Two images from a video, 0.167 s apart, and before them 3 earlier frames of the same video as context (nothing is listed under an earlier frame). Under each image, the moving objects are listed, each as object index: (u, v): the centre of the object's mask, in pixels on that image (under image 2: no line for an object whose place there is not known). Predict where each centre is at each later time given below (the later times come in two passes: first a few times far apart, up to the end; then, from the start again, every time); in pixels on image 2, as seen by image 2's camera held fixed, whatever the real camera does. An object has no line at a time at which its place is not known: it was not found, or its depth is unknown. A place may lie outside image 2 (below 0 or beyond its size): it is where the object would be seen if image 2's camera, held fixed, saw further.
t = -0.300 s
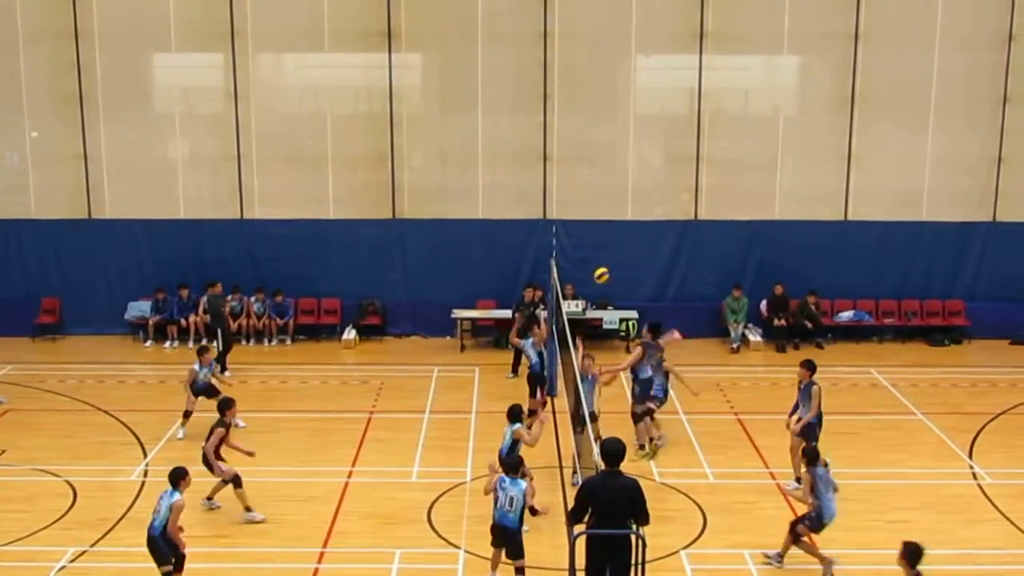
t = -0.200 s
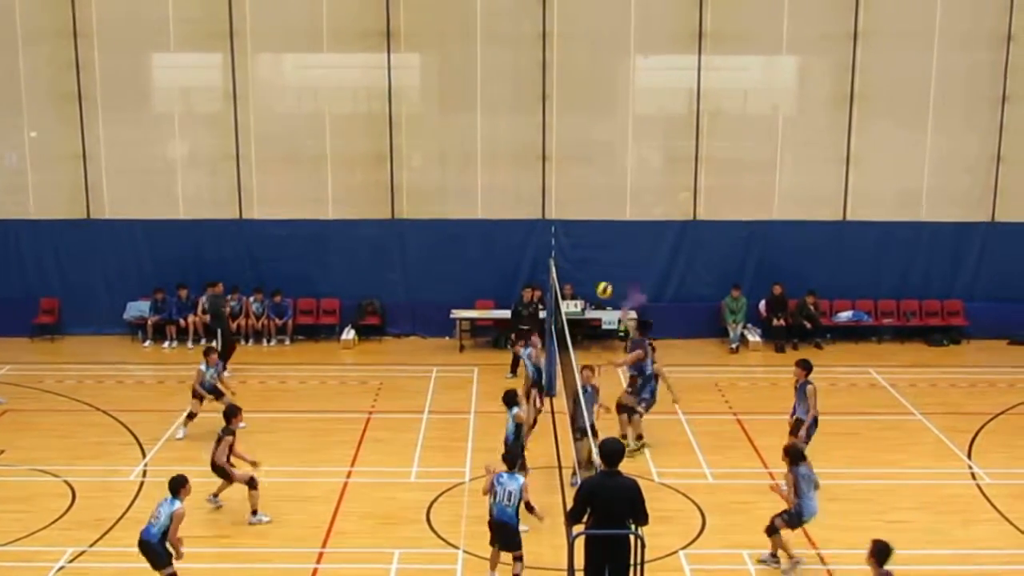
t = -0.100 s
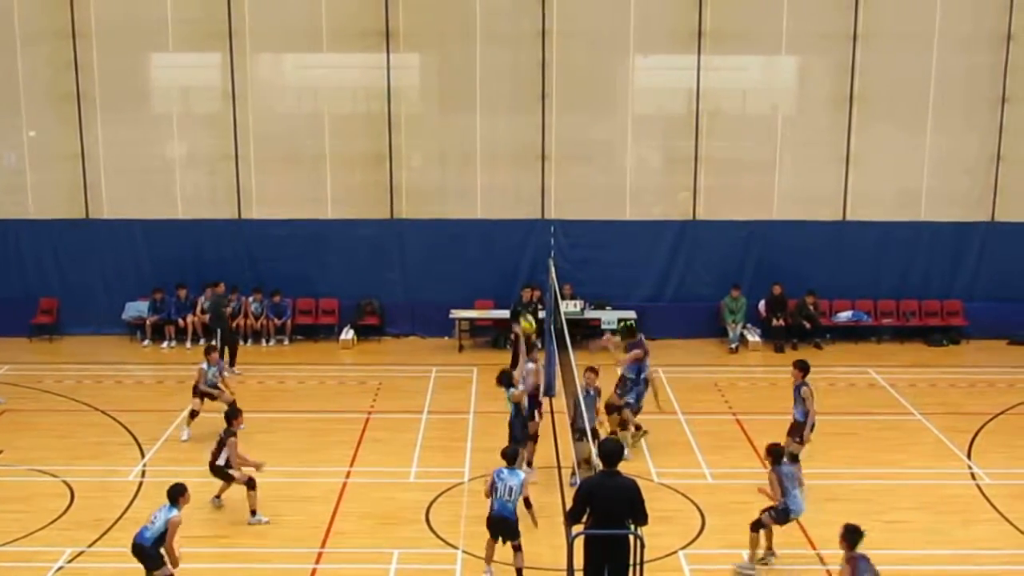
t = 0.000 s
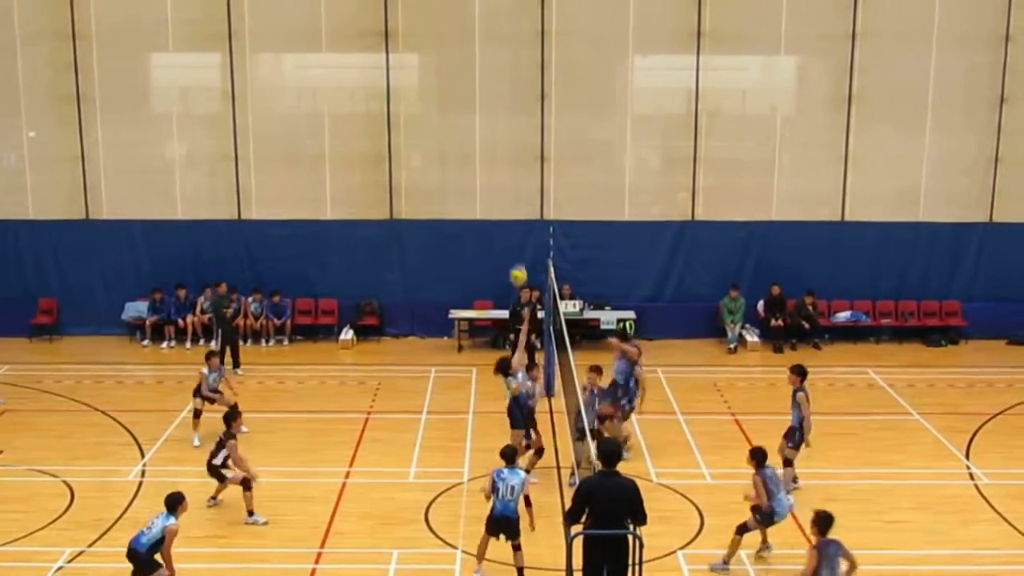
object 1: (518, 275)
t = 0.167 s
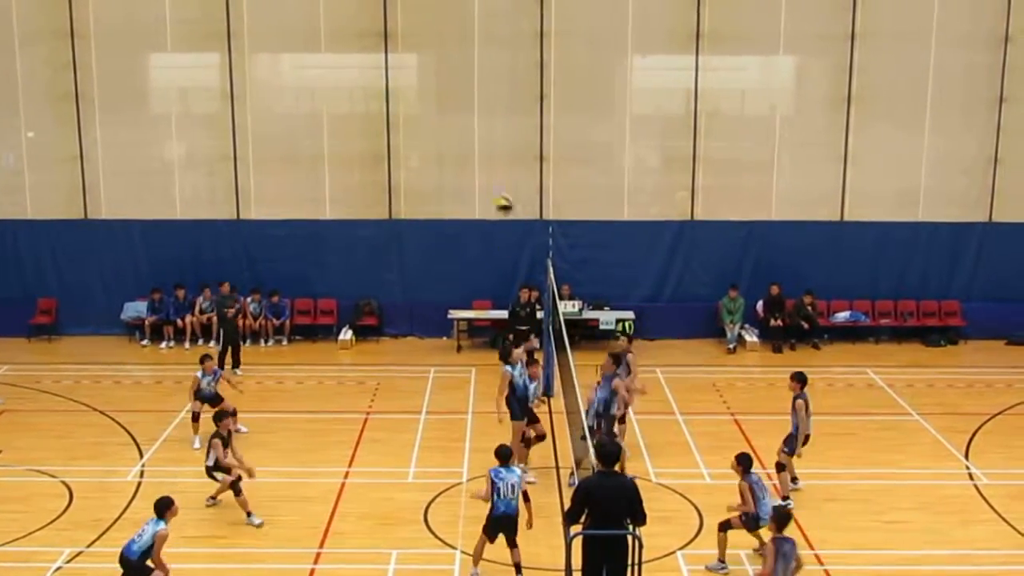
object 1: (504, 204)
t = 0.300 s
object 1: (494, 159)
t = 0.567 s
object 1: (470, 111)
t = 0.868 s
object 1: (432, 162)
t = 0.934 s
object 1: (421, 193)
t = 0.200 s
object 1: (502, 191)
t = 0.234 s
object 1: (498, 179)
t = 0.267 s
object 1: (496, 169)
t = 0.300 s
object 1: (494, 159)
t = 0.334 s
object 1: (490, 150)
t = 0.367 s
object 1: (489, 141)
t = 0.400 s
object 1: (485, 131)
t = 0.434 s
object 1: (482, 128)
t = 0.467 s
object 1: (479, 121)
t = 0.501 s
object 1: (475, 117)
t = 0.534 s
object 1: (473, 113)
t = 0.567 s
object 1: (470, 111)
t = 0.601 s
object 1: (466, 112)
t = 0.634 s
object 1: (463, 112)
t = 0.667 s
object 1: (460, 112)
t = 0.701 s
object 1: (456, 117)
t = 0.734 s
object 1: (451, 121)
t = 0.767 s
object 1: (448, 128)
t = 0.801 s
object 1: (442, 138)
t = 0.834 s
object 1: (437, 149)
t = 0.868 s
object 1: (432, 162)
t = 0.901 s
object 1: (427, 174)
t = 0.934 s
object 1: (421, 193)
